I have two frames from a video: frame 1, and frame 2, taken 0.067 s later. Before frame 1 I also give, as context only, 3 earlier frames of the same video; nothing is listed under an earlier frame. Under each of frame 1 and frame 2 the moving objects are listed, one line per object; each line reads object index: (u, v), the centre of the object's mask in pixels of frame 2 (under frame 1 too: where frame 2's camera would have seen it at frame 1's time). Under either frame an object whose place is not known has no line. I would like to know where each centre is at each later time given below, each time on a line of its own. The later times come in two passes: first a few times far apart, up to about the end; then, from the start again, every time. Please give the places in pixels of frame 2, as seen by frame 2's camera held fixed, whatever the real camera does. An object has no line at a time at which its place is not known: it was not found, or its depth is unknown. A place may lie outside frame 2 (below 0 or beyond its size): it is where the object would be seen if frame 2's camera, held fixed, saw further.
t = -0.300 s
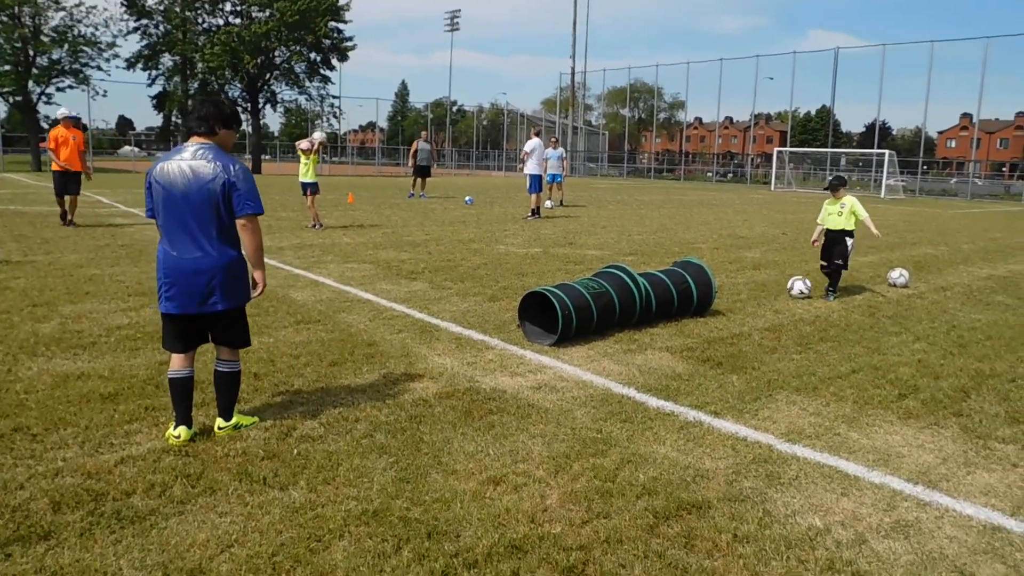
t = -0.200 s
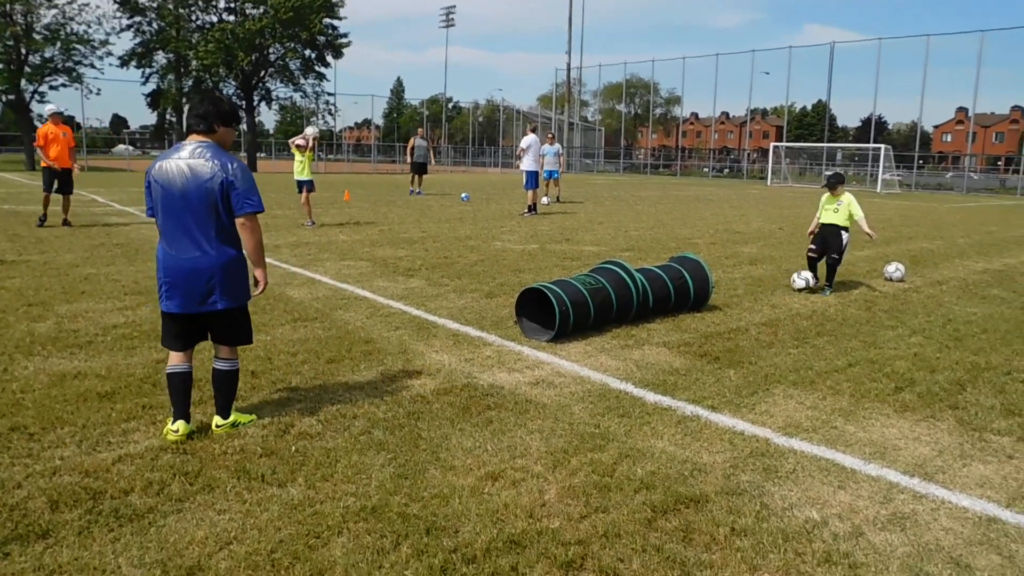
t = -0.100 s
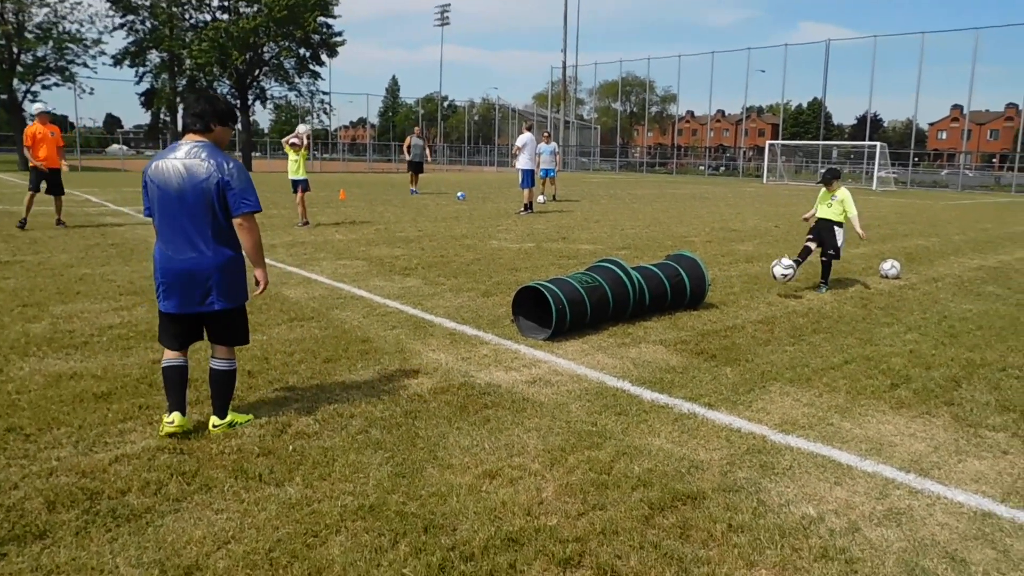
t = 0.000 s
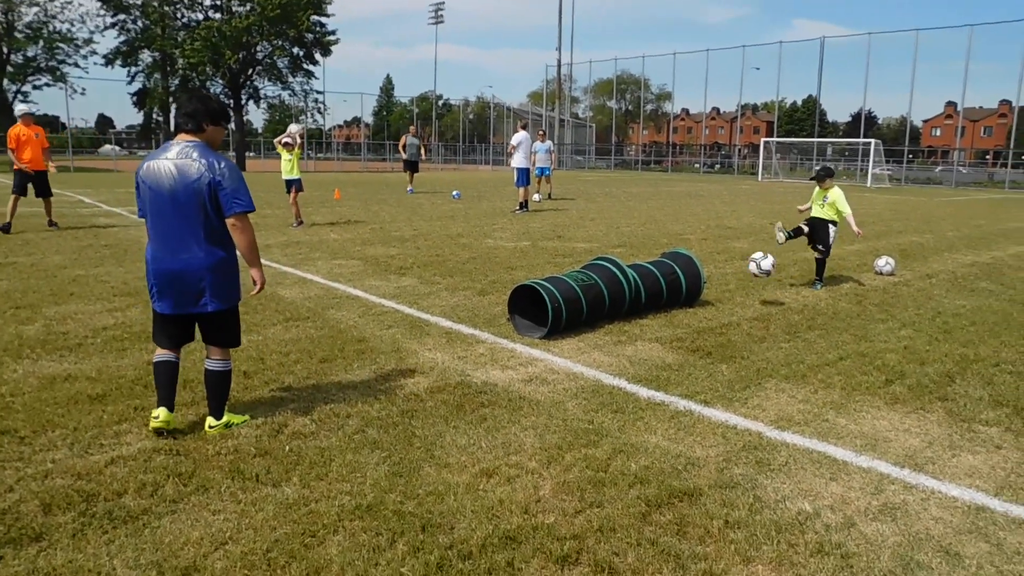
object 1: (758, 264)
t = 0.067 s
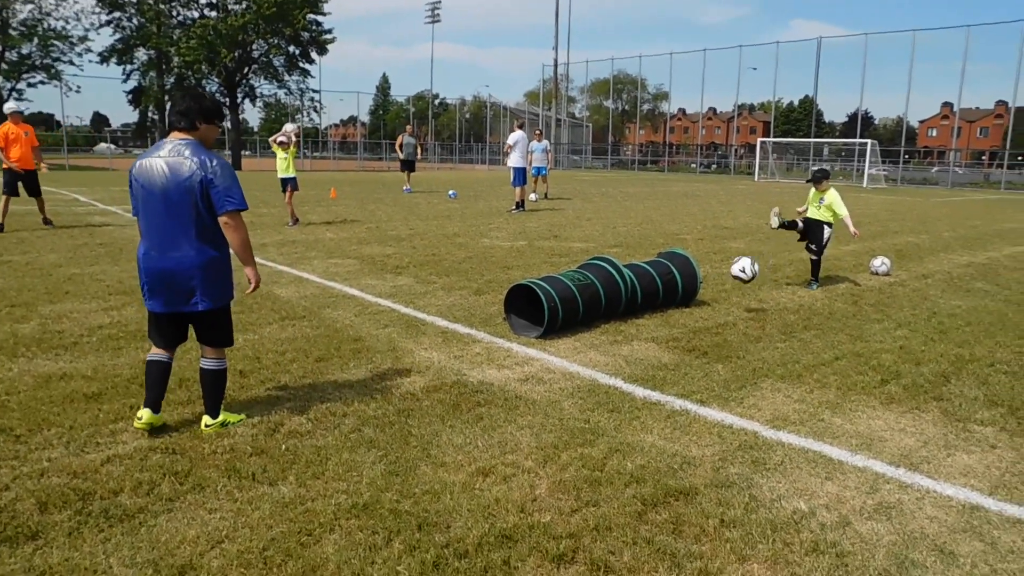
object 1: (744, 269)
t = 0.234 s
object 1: (703, 310)
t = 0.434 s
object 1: (659, 340)
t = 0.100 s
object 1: (737, 274)
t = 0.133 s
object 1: (730, 280)
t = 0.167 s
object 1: (721, 288)
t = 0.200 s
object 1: (712, 299)
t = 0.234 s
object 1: (703, 310)
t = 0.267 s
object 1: (692, 325)
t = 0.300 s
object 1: (683, 341)
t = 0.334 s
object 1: (677, 340)
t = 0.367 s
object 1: (671, 339)
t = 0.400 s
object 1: (665, 339)
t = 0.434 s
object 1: (659, 340)
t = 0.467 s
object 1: (652, 344)
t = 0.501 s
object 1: (645, 350)
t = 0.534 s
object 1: (637, 358)
